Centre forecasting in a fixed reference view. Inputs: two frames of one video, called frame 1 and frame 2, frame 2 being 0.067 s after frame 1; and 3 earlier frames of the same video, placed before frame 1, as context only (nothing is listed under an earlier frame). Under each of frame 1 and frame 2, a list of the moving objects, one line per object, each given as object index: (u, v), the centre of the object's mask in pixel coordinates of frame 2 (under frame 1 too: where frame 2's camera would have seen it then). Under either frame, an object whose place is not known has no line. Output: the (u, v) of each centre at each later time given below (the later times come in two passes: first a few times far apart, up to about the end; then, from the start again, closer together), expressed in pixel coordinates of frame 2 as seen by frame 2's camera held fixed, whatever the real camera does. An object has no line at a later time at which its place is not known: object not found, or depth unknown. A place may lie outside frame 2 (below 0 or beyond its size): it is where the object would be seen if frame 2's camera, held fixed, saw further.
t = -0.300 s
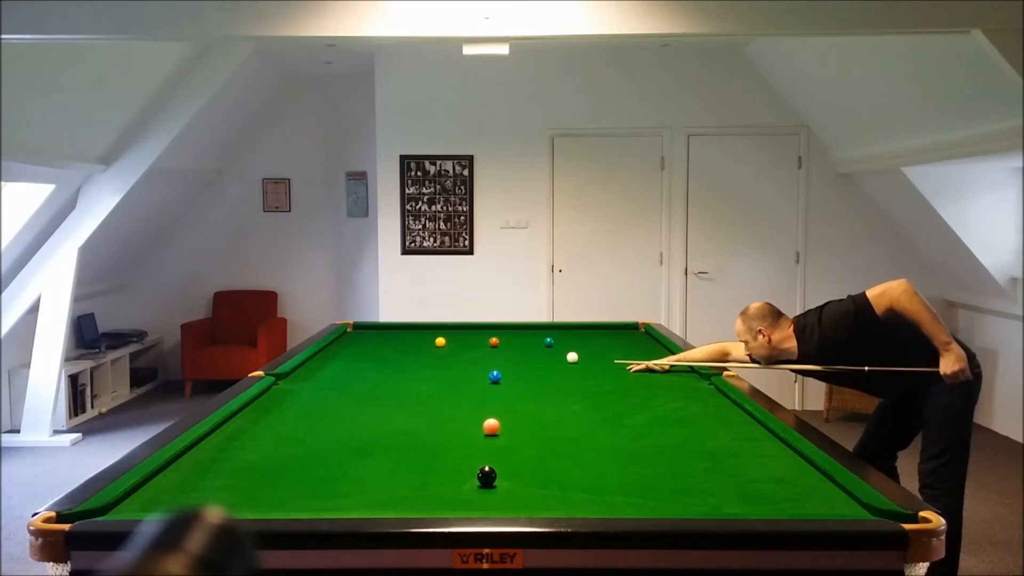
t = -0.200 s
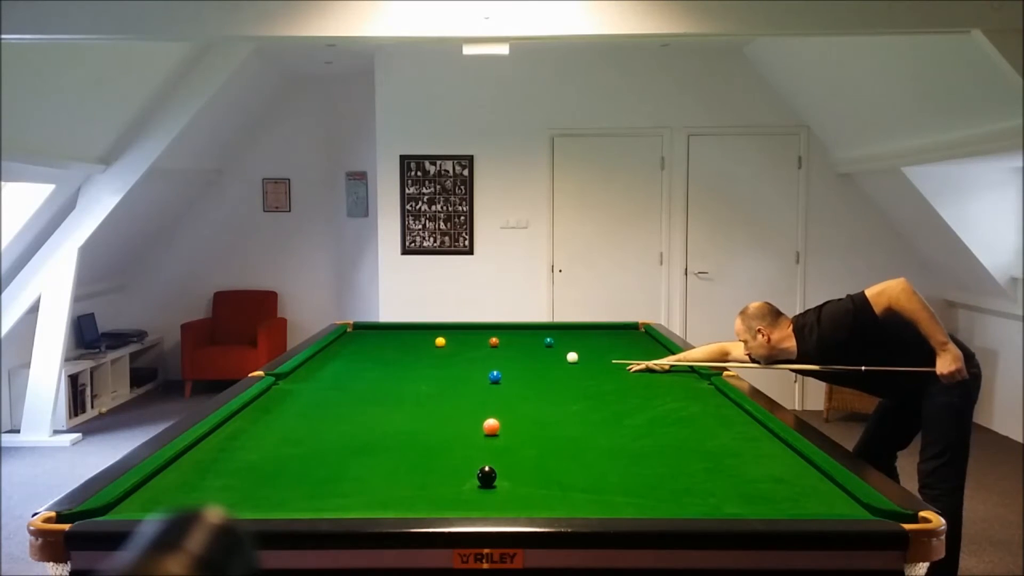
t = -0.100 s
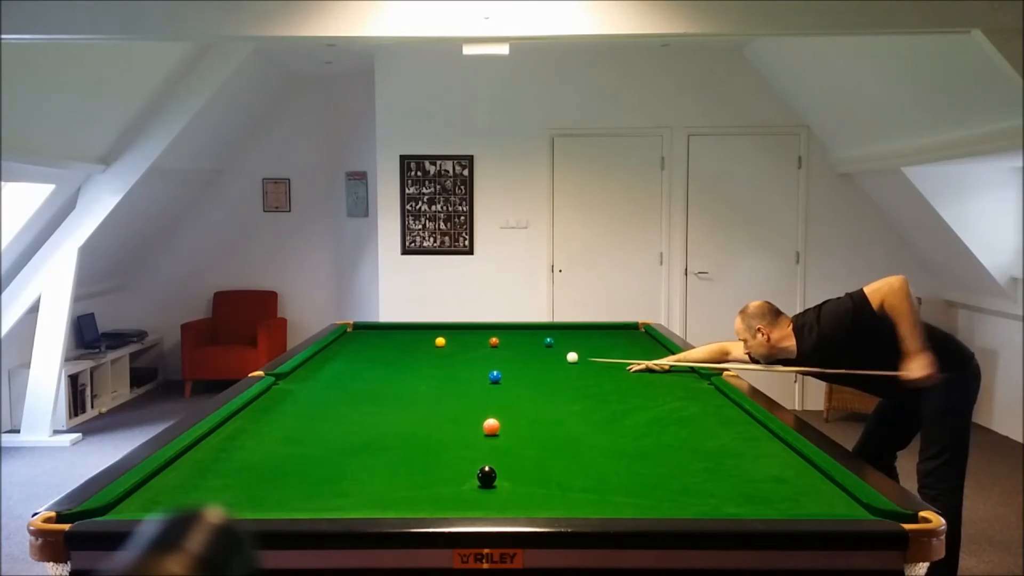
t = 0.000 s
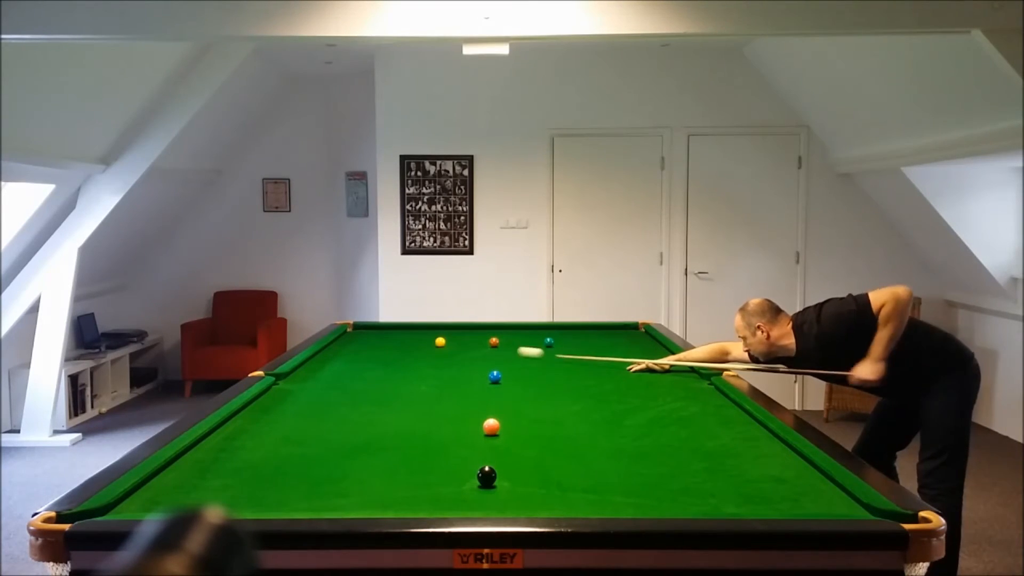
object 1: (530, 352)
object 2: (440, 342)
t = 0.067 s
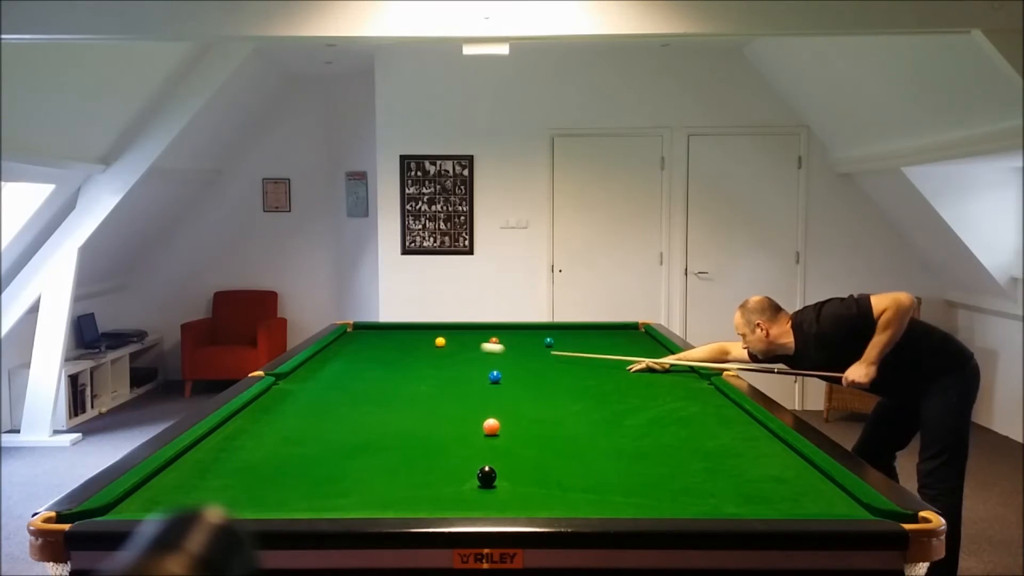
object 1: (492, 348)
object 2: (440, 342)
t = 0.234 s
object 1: (436, 343)
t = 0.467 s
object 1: (407, 345)
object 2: (359, 326)
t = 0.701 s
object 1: (380, 346)
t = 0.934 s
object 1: (353, 347)
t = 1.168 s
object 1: (327, 349)
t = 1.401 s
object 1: (338, 350)
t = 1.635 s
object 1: (352, 351)
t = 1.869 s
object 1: (365, 352)
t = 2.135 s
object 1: (379, 353)
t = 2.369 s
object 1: (390, 354)
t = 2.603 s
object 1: (401, 355)
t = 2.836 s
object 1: (411, 356)
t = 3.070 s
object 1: (420, 357)
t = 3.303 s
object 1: (429, 357)
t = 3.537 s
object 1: (436, 358)
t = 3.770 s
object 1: (443, 358)
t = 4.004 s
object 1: (448, 359)
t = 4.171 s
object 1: (451, 359)
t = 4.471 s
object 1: (456, 359)
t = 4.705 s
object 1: (459, 359)
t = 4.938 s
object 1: (460, 359)
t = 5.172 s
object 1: (461, 359)
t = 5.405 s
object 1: (460, 359)
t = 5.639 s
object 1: (461, 359)
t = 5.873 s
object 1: (461, 359)
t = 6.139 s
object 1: (461, 359)
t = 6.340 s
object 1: (461, 359)
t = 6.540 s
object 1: (461, 359)
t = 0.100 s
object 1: (474, 346)
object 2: (440, 342)
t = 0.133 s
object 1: (458, 344)
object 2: (440, 342)
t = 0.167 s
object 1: (445, 343)
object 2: (435, 340)
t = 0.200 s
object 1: (440, 343)
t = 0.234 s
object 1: (436, 343)
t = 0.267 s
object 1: (431, 344)
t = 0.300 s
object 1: (427, 344)
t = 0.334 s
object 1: (423, 344)
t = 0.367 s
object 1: (419, 344)
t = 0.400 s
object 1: (415, 345)
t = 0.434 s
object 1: (411, 345)
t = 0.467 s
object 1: (407, 345)
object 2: (359, 326)
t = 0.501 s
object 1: (403, 345)
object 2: (352, 325)
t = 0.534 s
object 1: (399, 345)
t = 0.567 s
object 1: (395, 346)
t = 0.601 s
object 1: (391, 346)
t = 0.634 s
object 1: (387, 346)
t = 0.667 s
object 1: (383, 346)
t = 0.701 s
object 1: (380, 346)
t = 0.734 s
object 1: (376, 347)
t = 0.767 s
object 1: (372, 347)
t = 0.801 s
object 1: (368, 347)
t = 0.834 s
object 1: (364, 347)
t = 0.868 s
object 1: (360, 347)
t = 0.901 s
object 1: (356, 347)
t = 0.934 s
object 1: (353, 347)
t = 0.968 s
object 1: (349, 348)
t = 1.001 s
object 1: (345, 348)
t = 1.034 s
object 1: (341, 348)
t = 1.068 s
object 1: (338, 348)
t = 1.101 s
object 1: (334, 348)
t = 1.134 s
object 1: (330, 348)
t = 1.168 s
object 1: (327, 349)
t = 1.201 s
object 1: (326, 349)
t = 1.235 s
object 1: (328, 349)
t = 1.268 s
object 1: (330, 349)
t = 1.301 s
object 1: (332, 349)
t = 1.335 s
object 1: (334, 350)
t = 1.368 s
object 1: (336, 350)
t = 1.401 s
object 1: (338, 350)
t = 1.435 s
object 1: (340, 350)
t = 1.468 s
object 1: (342, 350)
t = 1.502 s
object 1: (344, 350)
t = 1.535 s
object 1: (346, 351)
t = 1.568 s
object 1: (348, 351)
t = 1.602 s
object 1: (349, 351)
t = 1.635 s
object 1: (352, 351)
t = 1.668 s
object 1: (353, 351)
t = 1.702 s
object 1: (355, 351)
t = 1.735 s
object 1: (357, 352)
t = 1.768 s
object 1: (359, 352)
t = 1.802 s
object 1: (361, 352)
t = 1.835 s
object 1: (363, 352)
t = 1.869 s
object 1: (365, 352)
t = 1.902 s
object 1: (366, 352)
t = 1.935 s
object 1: (368, 353)
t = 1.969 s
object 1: (370, 353)
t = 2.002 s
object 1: (372, 353)
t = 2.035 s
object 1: (373, 353)
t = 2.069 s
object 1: (375, 353)
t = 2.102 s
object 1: (377, 353)
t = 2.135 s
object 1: (379, 353)
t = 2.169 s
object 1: (380, 354)
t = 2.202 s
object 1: (382, 354)
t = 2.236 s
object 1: (384, 354)
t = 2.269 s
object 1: (385, 354)
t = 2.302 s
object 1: (387, 354)
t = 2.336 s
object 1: (388, 354)
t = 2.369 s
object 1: (390, 354)
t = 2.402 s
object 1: (392, 355)
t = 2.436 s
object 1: (393, 355)
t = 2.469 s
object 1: (395, 355)
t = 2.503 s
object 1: (396, 355)
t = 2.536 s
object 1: (398, 355)
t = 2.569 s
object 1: (400, 355)
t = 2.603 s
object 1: (401, 355)
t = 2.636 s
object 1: (402, 355)
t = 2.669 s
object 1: (404, 356)
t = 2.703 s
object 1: (405, 356)
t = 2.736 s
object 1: (407, 356)
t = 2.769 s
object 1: (408, 356)
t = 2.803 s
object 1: (410, 356)
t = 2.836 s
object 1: (411, 356)
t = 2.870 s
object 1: (412, 356)
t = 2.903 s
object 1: (414, 357)
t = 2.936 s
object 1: (415, 357)
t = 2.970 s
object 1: (417, 357)
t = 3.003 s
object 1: (418, 357)
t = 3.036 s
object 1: (419, 357)
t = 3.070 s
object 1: (420, 357)
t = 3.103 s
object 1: (422, 357)
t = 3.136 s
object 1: (423, 357)
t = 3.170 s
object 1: (424, 357)
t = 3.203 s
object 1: (425, 357)
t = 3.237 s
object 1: (427, 357)
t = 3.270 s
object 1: (428, 357)
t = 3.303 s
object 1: (429, 357)
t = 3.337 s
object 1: (430, 358)
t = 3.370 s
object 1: (431, 358)
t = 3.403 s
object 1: (432, 358)
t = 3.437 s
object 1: (433, 358)
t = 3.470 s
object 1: (434, 358)
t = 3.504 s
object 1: (435, 358)
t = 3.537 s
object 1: (436, 358)
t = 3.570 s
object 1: (437, 358)
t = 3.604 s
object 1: (438, 358)
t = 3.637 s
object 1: (439, 358)
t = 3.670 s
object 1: (440, 358)
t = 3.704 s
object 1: (441, 358)
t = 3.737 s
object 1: (442, 358)
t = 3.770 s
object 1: (443, 358)
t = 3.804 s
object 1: (444, 359)
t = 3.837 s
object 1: (444, 359)
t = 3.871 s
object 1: (445, 359)
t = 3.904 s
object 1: (446, 359)
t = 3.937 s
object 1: (447, 359)
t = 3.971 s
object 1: (448, 359)
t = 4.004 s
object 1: (448, 359)
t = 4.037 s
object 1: (449, 359)
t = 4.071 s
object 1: (450, 358)
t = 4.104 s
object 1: (450, 359)
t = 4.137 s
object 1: (451, 359)
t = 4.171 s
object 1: (451, 359)
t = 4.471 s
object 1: (456, 359)
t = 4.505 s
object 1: (457, 359)
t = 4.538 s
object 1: (457, 359)
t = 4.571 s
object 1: (457, 359)
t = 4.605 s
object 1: (458, 359)
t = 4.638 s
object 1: (458, 359)
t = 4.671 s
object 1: (458, 359)
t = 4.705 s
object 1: (459, 359)
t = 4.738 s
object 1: (459, 359)
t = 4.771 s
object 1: (459, 359)
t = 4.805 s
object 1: (460, 359)
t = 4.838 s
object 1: (460, 359)
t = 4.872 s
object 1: (460, 359)
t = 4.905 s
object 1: (460, 359)
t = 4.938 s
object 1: (460, 359)
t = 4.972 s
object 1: (460, 359)
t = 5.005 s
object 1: (460, 359)
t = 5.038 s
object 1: (460, 359)
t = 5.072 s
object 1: (461, 359)
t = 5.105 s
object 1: (461, 359)
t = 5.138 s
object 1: (461, 359)
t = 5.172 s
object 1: (461, 359)
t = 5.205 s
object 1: (461, 359)
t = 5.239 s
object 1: (461, 359)
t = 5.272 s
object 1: (461, 359)
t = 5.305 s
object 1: (460, 359)
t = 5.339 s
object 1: (460, 359)
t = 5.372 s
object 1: (460, 359)
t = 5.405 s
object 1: (460, 359)
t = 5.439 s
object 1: (460, 359)
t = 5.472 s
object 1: (460, 359)
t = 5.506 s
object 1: (461, 359)
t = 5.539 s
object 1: (460, 359)
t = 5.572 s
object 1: (460, 359)
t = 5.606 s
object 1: (460, 359)
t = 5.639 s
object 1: (461, 359)
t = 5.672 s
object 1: (460, 359)
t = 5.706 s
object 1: (460, 359)
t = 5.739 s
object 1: (461, 359)
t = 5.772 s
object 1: (461, 359)
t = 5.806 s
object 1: (461, 359)
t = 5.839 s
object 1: (461, 359)
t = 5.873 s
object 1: (461, 359)
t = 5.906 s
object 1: (461, 359)
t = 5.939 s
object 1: (461, 359)
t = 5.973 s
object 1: (460, 359)
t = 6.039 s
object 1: (461, 359)
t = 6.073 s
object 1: (461, 359)
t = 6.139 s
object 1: (461, 359)
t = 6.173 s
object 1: (461, 359)
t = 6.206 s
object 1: (461, 359)
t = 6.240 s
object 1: (461, 359)
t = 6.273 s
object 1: (461, 359)
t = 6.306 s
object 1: (461, 359)
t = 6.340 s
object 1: (461, 359)
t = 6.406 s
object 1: (461, 359)
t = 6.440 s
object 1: (461, 359)
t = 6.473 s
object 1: (461, 359)
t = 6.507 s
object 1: (461, 359)
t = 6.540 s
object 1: (461, 359)
